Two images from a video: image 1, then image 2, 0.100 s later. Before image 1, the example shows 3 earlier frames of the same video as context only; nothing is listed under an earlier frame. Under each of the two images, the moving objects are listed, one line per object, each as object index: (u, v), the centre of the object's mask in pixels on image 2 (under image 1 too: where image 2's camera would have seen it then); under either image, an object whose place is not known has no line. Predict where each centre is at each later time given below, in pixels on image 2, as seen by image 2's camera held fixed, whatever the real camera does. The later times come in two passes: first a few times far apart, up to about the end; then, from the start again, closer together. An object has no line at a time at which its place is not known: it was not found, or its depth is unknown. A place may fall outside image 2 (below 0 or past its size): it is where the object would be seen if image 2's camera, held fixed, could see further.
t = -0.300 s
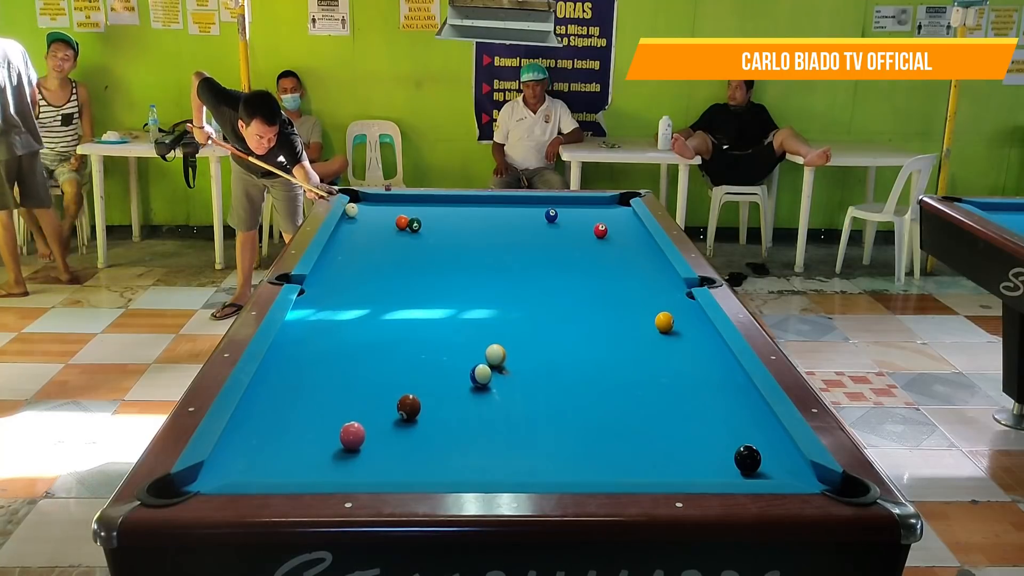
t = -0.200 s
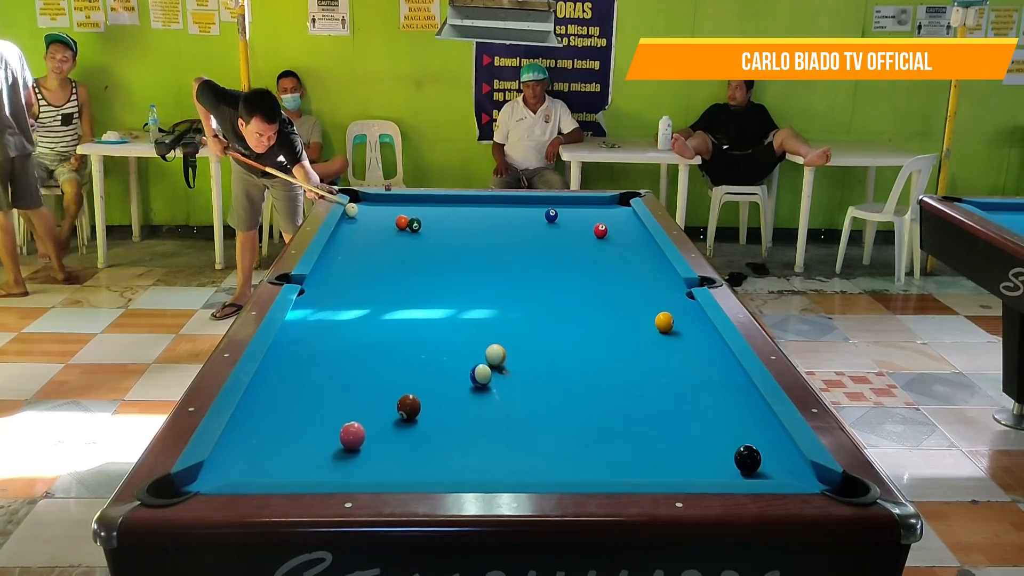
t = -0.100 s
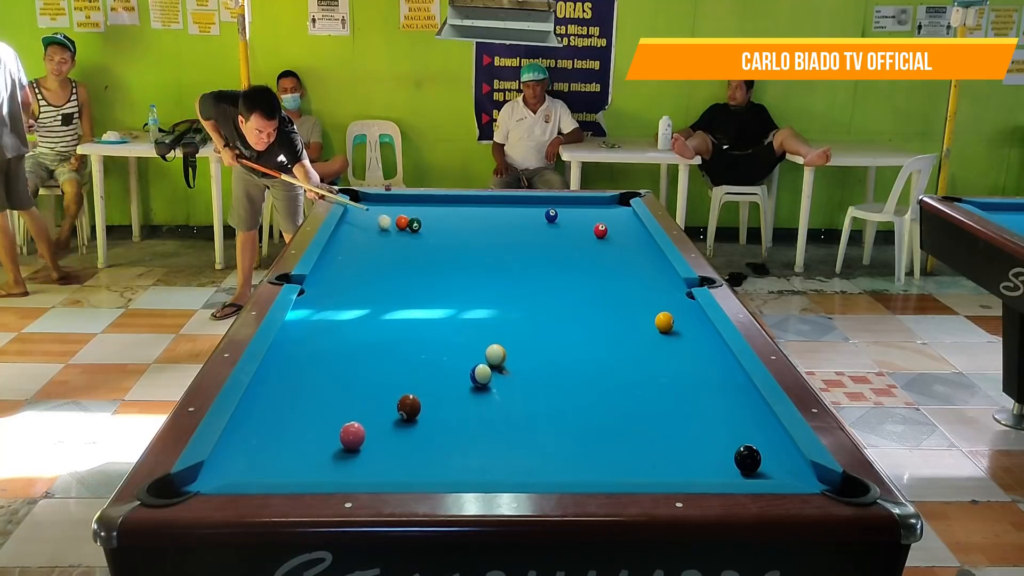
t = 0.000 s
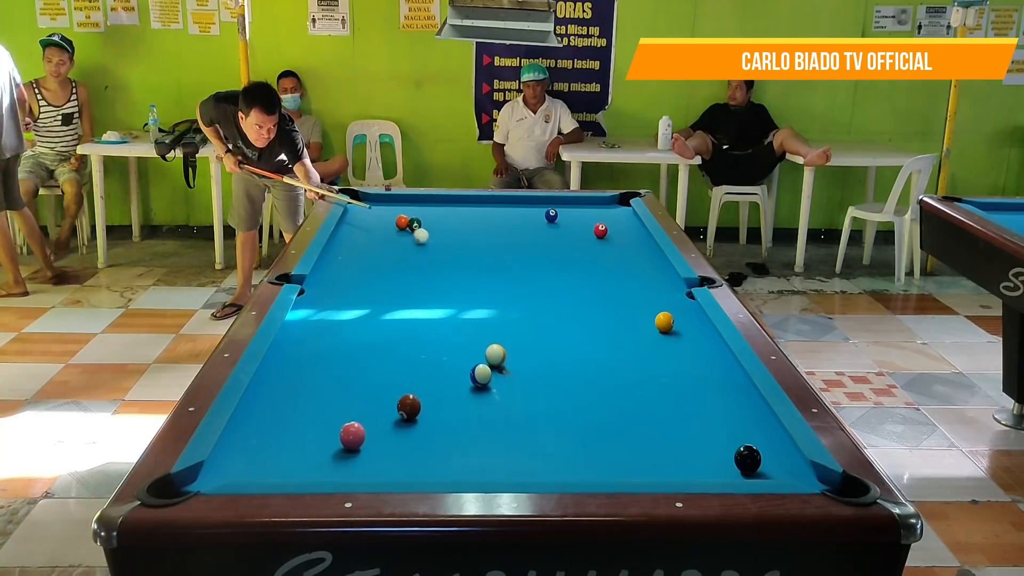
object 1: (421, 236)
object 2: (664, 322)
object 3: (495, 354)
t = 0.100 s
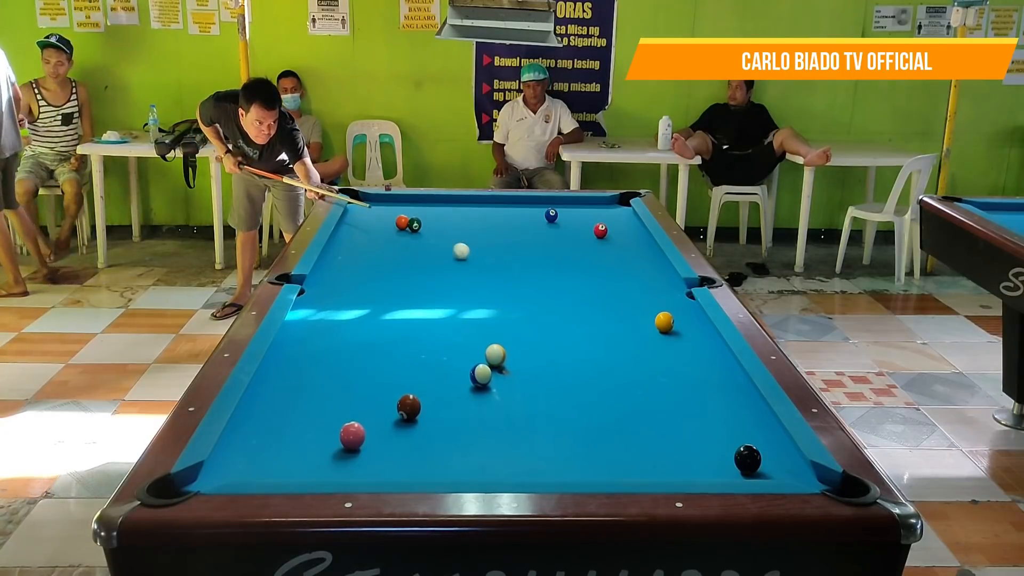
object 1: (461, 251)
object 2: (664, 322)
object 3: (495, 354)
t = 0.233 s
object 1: (522, 274)
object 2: (664, 322)
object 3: (495, 354)
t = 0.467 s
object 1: (645, 322)
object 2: (672, 322)
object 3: (495, 354)
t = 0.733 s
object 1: (676, 382)
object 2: (648, 332)
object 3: (495, 354)
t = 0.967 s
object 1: (724, 450)
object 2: (587, 338)
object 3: (495, 354)
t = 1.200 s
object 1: (695, 472)
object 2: (524, 344)
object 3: (495, 354)
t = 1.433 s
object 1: (663, 458)
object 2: (462, 348)
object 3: (494, 357)
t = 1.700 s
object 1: (631, 440)
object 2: (393, 350)
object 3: (494, 360)
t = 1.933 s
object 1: (606, 427)
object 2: (334, 351)
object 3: (493, 362)
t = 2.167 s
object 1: (585, 414)
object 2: (276, 352)
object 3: (493, 364)
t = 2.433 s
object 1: (563, 402)
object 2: (313, 352)
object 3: (494, 365)
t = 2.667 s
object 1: (546, 392)
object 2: (342, 352)
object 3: (494, 365)
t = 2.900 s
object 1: (531, 384)
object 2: (369, 353)
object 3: (494, 365)
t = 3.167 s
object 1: (517, 375)
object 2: (398, 352)
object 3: (494, 365)
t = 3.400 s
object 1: (512, 371)
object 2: (421, 353)
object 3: (490, 363)
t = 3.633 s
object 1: (512, 369)
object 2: (443, 353)
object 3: (484, 359)
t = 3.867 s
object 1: (513, 368)
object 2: (462, 352)
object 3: (478, 358)
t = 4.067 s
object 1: (513, 367)
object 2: (479, 347)
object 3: (476, 358)
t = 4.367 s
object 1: (513, 367)
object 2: (499, 352)
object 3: (474, 358)
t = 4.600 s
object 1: (513, 367)
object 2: (514, 349)
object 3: (474, 359)
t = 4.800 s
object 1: (513, 367)
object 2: (526, 352)
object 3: (474, 358)
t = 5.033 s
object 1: (513, 367)
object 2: (536, 352)
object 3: (474, 358)
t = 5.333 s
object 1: (513, 367)
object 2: (548, 352)
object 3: (474, 359)
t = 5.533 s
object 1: (513, 367)
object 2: (554, 353)
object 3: (474, 359)
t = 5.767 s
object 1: (513, 367)
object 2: (560, 353)
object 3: (474, 359)
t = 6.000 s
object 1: (513, 367)
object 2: (564, 353)
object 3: (474, 359)
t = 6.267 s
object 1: (513, 367)
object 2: (567, 353)
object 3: (473, 359)
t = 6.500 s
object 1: (513, 367)
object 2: (569, 353)
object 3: (473, 359)
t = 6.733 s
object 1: (513, 367)
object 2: (568, 353)
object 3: (474, 359)
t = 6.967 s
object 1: (513, 367)
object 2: (568, 353)
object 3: (474, 359)
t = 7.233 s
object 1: (513, 367)
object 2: (568, 353)
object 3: (474, 359)
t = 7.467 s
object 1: (513, 367)
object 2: (569, 353)
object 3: (474, 359)
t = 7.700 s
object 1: (513, 367)
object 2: (569, 353)
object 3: (474, 359)
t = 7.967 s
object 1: (513, 367)
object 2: (568, 353)
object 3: (474, 359)
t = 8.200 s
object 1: (513, 367)
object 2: (569, 353)
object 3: (473, 359)
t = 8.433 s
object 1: (513, 368)
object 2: (568, 354)
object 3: (474, 359)
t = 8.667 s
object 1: (513, 367)
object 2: (568, 353)
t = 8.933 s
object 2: (568, 353)
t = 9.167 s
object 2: (568, 353)
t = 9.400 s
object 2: (568, 353)
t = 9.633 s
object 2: (568, 353)
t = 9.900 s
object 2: (568, 353)
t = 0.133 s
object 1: (475, 257)
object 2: (664, 322)
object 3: (496, 354)
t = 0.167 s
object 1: (490, 262)
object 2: (664, 322)
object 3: (496, 354)
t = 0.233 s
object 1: (522, 274)
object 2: (664, 322)
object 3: (495, 354)
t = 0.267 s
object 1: (538, 280)
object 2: (664, 322)
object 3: (495, 354)
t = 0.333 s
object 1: (574, 294)
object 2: (664, 322)
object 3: (495, 354)
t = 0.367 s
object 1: (592, 301)
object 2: (664, 322)
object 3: (495, 354)
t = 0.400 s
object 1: (612, 308)
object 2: (664, 322)
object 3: (495, 354)
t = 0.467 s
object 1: (645, 322)
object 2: (672, 322)
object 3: (495, 354)
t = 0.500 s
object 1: (645, 329)
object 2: (692, 324)
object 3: (495, 354)
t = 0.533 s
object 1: (647, 335)
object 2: (704, 327)
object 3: (495, 354)
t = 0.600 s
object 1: (653, 349)
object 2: (683, 328)
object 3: (495, 354)
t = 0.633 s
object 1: (658, 357)
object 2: (675, 329)
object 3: (495, 354)
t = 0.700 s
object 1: (670, 373)
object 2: (657, 331)
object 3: (495, 354)
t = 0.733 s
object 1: (676, 382)
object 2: (648, 332)
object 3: (495, 354)
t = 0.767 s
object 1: (683, 390)
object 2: (640, 333)
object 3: (495, 354)
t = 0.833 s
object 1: (698, 410)
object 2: (622, 334)
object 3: (495, 354)
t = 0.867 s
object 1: (706, 420)
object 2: (613, 335)
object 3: (495, 354)
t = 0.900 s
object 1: (714, 431)
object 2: (604, 336)
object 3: (495, 354)
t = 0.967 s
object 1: (724, 450)
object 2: (587, 338)
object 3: (495, 354)
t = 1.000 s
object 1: (718, 452)
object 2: (577, 339)
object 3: (495, 354)
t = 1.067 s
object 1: (709, 460)
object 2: (560, 341)
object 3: (495, 354)
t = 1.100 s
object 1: (706, 465)
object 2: (551, 342)
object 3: (495, 354)
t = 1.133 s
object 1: (702, 468)
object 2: (542, 342)
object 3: (495, 354)
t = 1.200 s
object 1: (695, 472)
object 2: (524, 344)
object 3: (495, 354)
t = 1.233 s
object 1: (690, 470)
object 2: (515, 345)
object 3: (495, 354)
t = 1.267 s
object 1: (686, 468)
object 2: (507, 345)
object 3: (495, 354)
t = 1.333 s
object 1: (676, 465)
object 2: (486, 344)
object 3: (494, 355)
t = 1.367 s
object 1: (672, 464)
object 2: (479, 347)
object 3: (494, 356)
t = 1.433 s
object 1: (663, 458)
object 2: (462, 348)
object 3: (494, 357)
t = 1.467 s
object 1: (659, 456)
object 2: (453, 348)
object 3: (494, 358)
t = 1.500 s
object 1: (655, 453)
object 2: (445, 348)
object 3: (494, 358)
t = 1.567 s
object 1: (646, 449)
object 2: (427, 349)
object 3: (494, 359)
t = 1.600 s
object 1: (643, 447)
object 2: (419, 349)
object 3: (494, 359)
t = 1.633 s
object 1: (639, 445)
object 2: (410, 349)
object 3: (494, 360)
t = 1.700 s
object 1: (631, 440)
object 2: (393, 350)
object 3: (494, 360)
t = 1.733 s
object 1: (627, 438)
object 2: (384, 350)
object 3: (494, 361)
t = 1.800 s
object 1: (620, 434)
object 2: (367, 350)
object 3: (493, 361)
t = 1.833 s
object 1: (617, 432)
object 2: (359, 350)
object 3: (493, 362)
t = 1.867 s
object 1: (613, 430)
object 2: (351, 350)
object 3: (493, 362)
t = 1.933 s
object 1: (606, 427)
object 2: (334, 351)
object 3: (493, 362)
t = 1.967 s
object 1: (603, 424)
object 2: (326, 351)
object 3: (493, 363)
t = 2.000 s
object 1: (600, 423)
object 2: (317, 351)
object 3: (493, 363)
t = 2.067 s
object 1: (594, 419)
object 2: (301, 352)
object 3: (493, 363)
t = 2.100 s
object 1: (590, 417)
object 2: (292, 352)
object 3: (493, 363)
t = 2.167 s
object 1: (585, 414)
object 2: (276, 352)
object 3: (493, 364)
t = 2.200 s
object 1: (582, 412)
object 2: (281, 352)
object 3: (492, 364)
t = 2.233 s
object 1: (579, 411)
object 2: (286, 352)
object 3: (493, 365)
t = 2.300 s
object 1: (573, 408)
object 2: (295, 353)
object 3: (493, 365)
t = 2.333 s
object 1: (571, 406)
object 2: (300, 353)
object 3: (493, 365)
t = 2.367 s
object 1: (568, 404)
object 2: (304, 353)
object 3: (493, 365)
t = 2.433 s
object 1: (563, 402)
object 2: (313, 352)
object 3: (494, 365)
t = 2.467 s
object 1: (560, 400)
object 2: (317, 353)
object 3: (494, 365)
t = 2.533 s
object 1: (556, 397)
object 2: (325, 353)
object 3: (494, 365)
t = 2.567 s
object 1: (553, 396)
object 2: (329, 353)
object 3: (494, 365)
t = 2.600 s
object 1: (551, 394)
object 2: (334, 352)
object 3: (494, 365)
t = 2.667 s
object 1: (546, 392)
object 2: (342, 352)
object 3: (494, 365)
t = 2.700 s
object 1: (544, 391)
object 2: (346, 352)
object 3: (494, 365)
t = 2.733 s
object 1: (542, 389)
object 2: (350, 353)
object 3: (494, 364)
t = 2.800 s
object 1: (538, 387)
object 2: (357, 352)
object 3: (493, 364)
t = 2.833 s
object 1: (536, 386)
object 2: (361, 352)
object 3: (494, 364)
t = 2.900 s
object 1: (531, 384)
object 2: (369, 353)
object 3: (494, 365)
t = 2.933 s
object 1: (529, 383)
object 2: (373, 352)
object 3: (494, 365)
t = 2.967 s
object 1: (528, 382)
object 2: (376, 353)
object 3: (494, 365)
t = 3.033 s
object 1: (524, 379)
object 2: (384, 352)
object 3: (494, 365)
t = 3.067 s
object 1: (522, 378)
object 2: (387, 352)
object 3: (494, 365)
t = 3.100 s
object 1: (520, 377)
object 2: (391, 353)
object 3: (494, 365)
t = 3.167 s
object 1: (517, 375)
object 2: (398, 352)
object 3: (494, 365)
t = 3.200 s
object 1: (515, 374)
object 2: (401, 352)
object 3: (494, 365)
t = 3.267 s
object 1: (512, 373)
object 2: (408, 353)
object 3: (493, 364)
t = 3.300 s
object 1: (511, 372)
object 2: (411, 352)
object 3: (493, 364)
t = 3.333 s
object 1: (512, 372)
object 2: (415, 353)
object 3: (492, 364)
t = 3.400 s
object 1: (512, 371)
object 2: (421, 353)
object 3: (490, 363)
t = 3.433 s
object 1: (512, 370)
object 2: (424, 352)
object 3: (490, 362)
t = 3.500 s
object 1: (512, 370)
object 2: (431, 352)
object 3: (488, 361)
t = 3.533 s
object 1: (512, 369)
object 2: (434, 352)
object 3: (487, 360)
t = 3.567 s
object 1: (512, 369)
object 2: (437, 352)
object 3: (486, 360)
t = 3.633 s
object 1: (512, 369)
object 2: (443, 353)
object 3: (484, 359)
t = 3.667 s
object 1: (512, 369)
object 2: (446, 353)
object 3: (484, 359)
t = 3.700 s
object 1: (512, 368)
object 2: (449, 352)
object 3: (483, 359)
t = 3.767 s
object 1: (513, 368)
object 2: (454, 353)
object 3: (481, 359)
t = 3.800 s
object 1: (513, 368)
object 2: (457, 353)
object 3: (480, 358)
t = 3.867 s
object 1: (513, 368)
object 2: (462, 352)
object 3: (478, 358)
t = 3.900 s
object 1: (513, 367)
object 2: (464, 352)
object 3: (478, 358)
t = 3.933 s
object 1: (513, 367)
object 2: (466, 351)
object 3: (478, 358)
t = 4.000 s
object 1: (513, 367)
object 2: (471, 348)
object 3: (476, 358)
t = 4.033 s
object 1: (513, 367)
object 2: (475, 347)
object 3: (476, 358)
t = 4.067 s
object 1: (513, 367)
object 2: (479, 347)
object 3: (476, 358)
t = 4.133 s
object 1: (513, 367)
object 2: (485, 350)
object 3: (476, 358)
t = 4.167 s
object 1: (513, 367)
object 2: (487, 351)
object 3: (476, 357)
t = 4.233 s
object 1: (513, 367)
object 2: (491, 352)
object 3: (475, 357)
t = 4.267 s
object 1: (513, 367)
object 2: (493, 353)
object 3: (475, 358)
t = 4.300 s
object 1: (513, 367)
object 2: (495, 353)
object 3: (474, 358)
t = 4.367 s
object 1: (513, 367)
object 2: (499, 352)
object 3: (474, 358)
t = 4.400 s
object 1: (513, 367)
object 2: (500, 352)
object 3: (474, 358)
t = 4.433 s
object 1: (513, 367)
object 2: (503, 351)
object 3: (474, 358)
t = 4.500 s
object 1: (513, 367)
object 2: (507, 350)
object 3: (474, 358)
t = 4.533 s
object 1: (513, 367)
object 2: (509, 350)
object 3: (474, 358)
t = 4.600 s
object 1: (513, 367)
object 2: (514, 349)
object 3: (474, 359)
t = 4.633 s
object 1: (513, 367)
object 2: (516, 349)
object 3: (474, 358)
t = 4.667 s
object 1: (513, 367)
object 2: (518, 350)
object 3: (474, 359)
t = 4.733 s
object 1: (513, 367)
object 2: (522, 351)
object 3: (474, 358)
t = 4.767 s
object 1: (513, 367)
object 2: (524, 351)
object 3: (474, 359)
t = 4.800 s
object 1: (513, 367)
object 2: (526, 352)
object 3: (474, 358)
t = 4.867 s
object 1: (513, 367)
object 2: (528, 352)
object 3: (474, 359)
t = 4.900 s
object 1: (513, 367)
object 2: (530, 352)
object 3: (474, 359)
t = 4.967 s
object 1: (513, 367)
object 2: (533, 352)
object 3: (474, 358)
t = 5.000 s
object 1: (513, 367)
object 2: (535, 352)
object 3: (474, 359)
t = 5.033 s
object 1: (513, 367)
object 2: (536, 352)
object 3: (474, 358)
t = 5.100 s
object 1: (513, 367)
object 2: (539, 352)
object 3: (474, 359)
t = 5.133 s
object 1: (513, 367)
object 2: (540, 352)
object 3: (474, 359)
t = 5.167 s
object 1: (513, 367)
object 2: (542, 352)
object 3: (474, 359)
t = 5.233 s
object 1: (513, 367)
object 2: (544, 352)
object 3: (474, 359)
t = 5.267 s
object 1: (513, 367)
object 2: (546, 352)
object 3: (474, 359)
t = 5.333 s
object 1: (513, 367)
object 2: (548, 352)
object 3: (474, 359)
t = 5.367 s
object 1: (513, 367)
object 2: (549, 352)
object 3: (474, 359)
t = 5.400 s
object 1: (513, 367)
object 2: (550, 353)
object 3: (474, 359)
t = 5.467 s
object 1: (513, 367)
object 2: (552, 353)
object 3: (474, 359)
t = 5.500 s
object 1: (513, 367)
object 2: (553, 353)
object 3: (474, 359)
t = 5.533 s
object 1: (513, 367)
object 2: (554, 353)
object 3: (474, 359)
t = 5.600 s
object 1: (513, 367)
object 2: (556, 353)
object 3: (474, 359)
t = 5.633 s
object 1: (513, 367)
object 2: (557, 353)
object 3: (474, 359)
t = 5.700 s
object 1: (513, 367)
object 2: (559, 353)
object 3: (474, 359)
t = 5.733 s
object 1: (513, 367)
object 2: (560, 353)
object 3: (474, 359)
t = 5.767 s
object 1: (513, 367)
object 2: (560, 353)
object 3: (474, 359)
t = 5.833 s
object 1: (513, 367)
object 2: (562, 353)
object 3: (474, 359)
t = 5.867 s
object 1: (513, 367)
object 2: (562, 353)
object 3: (474, 359)
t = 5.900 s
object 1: (513, 367)
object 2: (563, 353)
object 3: (474, 359)
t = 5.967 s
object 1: (513, 367)
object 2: (564, 353)
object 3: (474, 359)
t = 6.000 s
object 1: (513, 367)
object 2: (564, 353)
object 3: (474, 359)
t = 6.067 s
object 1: (513, 367)
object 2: (565, 353)
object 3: (474, 359)
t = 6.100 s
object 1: (513, 367)
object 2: (566, 353)
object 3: (474, 359)
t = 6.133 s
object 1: (513, 367)
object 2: (566, 353)
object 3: (474, 359)
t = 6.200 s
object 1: (513, 367)
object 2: (567, 353)
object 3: (473, 359)
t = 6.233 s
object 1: (513, 367)
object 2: (567, 353)
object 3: (473, 359)
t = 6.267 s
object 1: (513, 367)
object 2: (567, 353)
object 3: (473, 359)
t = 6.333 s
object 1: (513, 367)
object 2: (568, 353)
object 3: (474, 359)
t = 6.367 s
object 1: (513, 367)
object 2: (568, 353)
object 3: (473, 359)
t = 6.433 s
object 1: (513, 367)
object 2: (568, 353)
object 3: (474, 359)
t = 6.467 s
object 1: (513, 367)
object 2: (569, 353)
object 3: (473, 359)
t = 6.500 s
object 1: (513, 367)
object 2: (569, 353)
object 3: (473, 359)
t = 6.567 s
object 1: (513, 367)
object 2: (569, 353)
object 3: (474, 359)
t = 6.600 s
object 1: (513, 367)
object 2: (569, 353)
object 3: (474, 359)
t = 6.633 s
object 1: (513, 367)
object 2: (569, 353)
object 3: (474, 359)
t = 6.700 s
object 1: (513, 367)
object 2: (568, 353)
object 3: (474, 359)
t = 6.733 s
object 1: (513, 367)
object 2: (568, 353)
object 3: (474, 359)
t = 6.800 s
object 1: (513, 367)
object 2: (568, 353)
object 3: (474, 359)
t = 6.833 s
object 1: (513, 367)
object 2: (568, 353)
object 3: (474, 359)
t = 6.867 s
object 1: (513, 367)
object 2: (568, 353)
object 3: (474, 359)
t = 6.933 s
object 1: (513, 367)
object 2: (568, 353)
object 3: (474, 359)
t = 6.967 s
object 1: (513, 367)
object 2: (568, 353)
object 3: (474, 359)
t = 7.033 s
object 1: (513, 367)
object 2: (568, 353)
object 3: (474, 359)
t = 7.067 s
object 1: (513, 367)
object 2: (568, 353)
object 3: (473, 359)
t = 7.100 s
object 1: (513, 367)
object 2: (568, 353)
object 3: (474, 359)
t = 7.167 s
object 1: (513, 367)
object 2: (568, 353)
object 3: (474, 359)
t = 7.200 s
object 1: (513, 367)
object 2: (568, 353)
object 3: (474, 359)
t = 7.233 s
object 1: (513, 367)
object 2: (568, 353)
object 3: (474, 359)
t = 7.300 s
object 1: (513, 367)
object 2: (568, 353)
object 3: (474, 359)
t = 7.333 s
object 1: (513, 367)
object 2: (568, 353)
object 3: (474, 359)
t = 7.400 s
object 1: (513, 367)
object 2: (568, 354)
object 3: (474, 359)
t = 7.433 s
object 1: (513, 367)
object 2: (568, 353)
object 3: (474, 359)
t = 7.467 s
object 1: (513, 367)
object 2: (569, 353)
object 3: (474, 359)
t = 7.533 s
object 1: (513, 367)
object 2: (569, 353)
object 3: (474, 359)
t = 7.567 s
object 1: (513, 367)
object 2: (569, 353)
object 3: (474, 359)
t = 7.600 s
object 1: (513, 367)
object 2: (569, 353)
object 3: (474, 359)
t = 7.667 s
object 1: (513, 367)
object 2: (569, 353)
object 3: (474, 359)
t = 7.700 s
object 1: (513, 367)
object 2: (569, 353)
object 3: (474, 359)
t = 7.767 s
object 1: (513, 367)
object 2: (569, 353)
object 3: (474, 359)
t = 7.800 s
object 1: (513, 367)
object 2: (569, 353)
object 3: (474, 359)
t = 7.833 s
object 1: (513, 367)
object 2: (569, 353)
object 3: (474, 359)
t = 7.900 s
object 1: (513, 367)
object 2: (568, 353)
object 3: (474, 359)
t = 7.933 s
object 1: (513, 367)
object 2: (568, 353)
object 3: (474, 359)
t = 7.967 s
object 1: (513, 367)
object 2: (568, 353)
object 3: (474, 359)
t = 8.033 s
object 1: (513, 367)
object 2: (568, 353)
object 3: (474, 359)
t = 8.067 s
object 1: (513, 367)
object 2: (568, 353)
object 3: (474, 359)
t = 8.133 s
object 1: (513, 367)
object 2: (568, 353)
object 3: (473, 359)
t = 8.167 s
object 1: (513, 367)
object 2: (569, 353)
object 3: (473, 359)
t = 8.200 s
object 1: (513, 367)
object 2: (569, 353)
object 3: (473, 359)
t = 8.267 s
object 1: (513, 367)
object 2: (568, 353)
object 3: (474, 359)
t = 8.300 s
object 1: (513, 367)
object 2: (568, 353)
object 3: (474, 359)
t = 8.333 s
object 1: (513, 368)
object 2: (568, 353)
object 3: (473, 359)
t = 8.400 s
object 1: (513, 367)
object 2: (568, 354)
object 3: (474, 359)
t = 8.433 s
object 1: (513, 368)
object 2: (568, 354)
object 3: (474, 359)
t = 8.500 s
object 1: (513, 367)
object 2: (569, 353)
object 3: (474, 358)
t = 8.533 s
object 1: (513, 367)
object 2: (568, 353)
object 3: (474, 358)
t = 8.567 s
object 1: (513, 367)
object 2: (568, 353)
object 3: (473, 358)
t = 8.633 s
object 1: (513, 367)
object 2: (569, 353)
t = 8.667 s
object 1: (513, 367)
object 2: (568, 353)
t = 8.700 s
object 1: (517, 366)
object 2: (568, 353)
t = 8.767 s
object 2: (568, 353)
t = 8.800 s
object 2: (568, 353)
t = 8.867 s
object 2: (568, 353)
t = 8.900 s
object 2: (568, 353)
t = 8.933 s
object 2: (568, 353)
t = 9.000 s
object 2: (568, 353)
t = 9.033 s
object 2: (568, 353)
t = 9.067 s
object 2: (568, 353)
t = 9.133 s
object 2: (568, 353)
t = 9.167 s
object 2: (568, 353)
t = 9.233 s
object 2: (568, 353)
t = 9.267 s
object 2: (568, 353)
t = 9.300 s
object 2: (568, 353)
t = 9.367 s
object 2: (568, 353)
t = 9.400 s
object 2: (568, 353)
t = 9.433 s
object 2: (568, 353)
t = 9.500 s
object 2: (568, 353)
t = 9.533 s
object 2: (568, 353)
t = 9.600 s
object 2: (568, 353)
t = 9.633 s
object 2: (568, 353)
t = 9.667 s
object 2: (568, 353)
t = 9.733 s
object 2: (568, 353)
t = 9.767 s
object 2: (568, 353)
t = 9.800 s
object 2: (568, 353)
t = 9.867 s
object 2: (568, 353)
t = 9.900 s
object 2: (568, 353)
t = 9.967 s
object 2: (568, 353)
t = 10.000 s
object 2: (568, 353)
